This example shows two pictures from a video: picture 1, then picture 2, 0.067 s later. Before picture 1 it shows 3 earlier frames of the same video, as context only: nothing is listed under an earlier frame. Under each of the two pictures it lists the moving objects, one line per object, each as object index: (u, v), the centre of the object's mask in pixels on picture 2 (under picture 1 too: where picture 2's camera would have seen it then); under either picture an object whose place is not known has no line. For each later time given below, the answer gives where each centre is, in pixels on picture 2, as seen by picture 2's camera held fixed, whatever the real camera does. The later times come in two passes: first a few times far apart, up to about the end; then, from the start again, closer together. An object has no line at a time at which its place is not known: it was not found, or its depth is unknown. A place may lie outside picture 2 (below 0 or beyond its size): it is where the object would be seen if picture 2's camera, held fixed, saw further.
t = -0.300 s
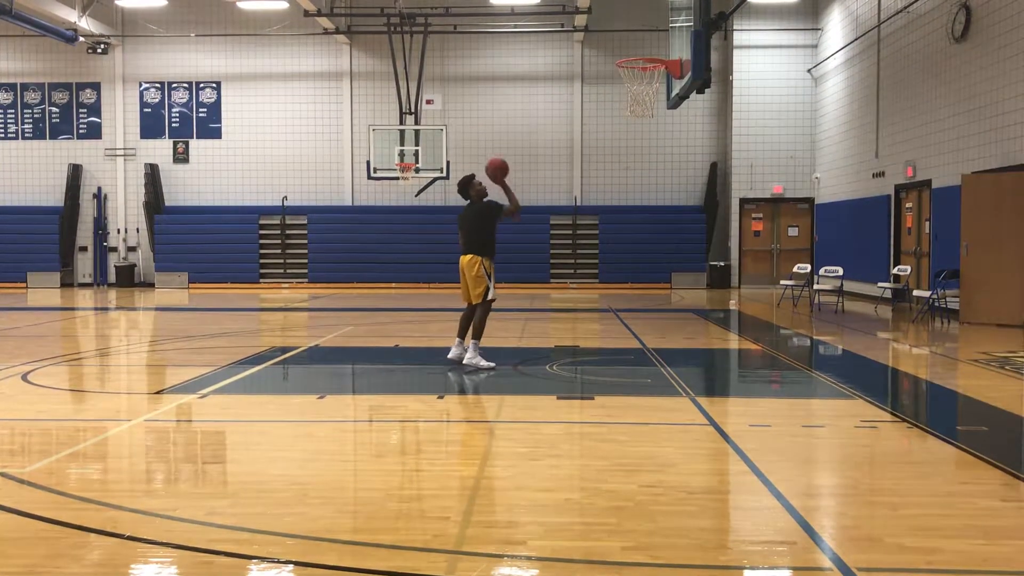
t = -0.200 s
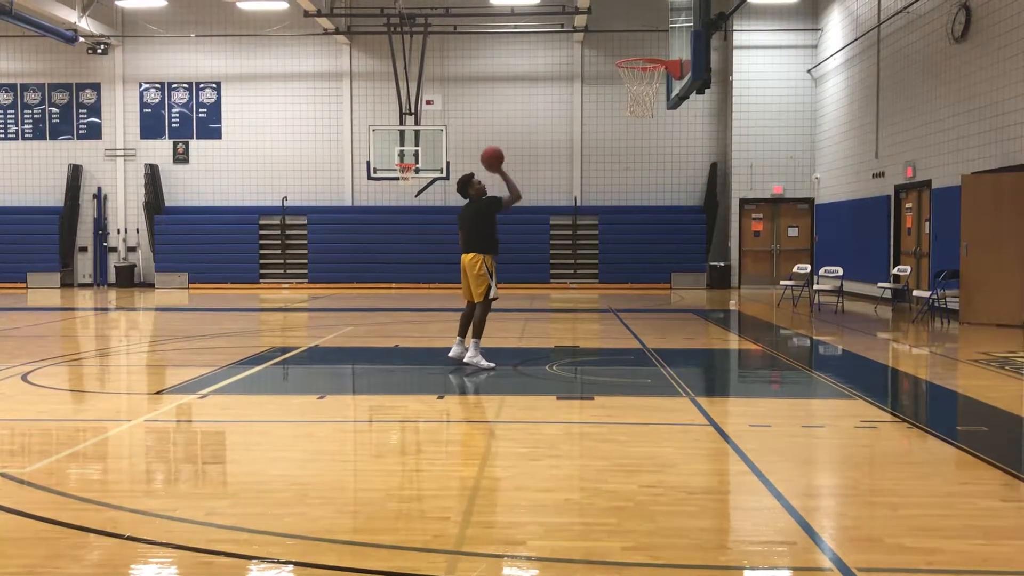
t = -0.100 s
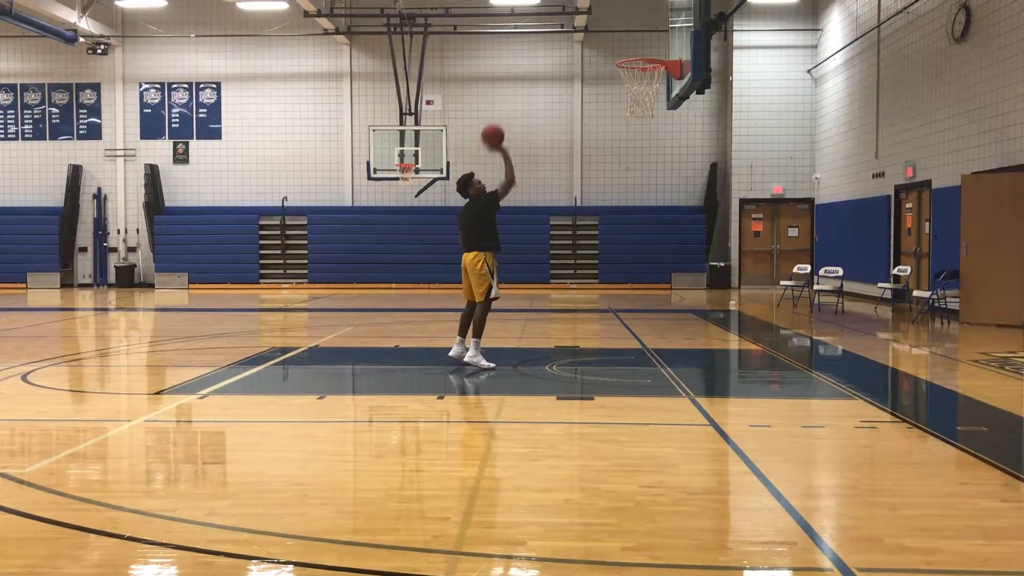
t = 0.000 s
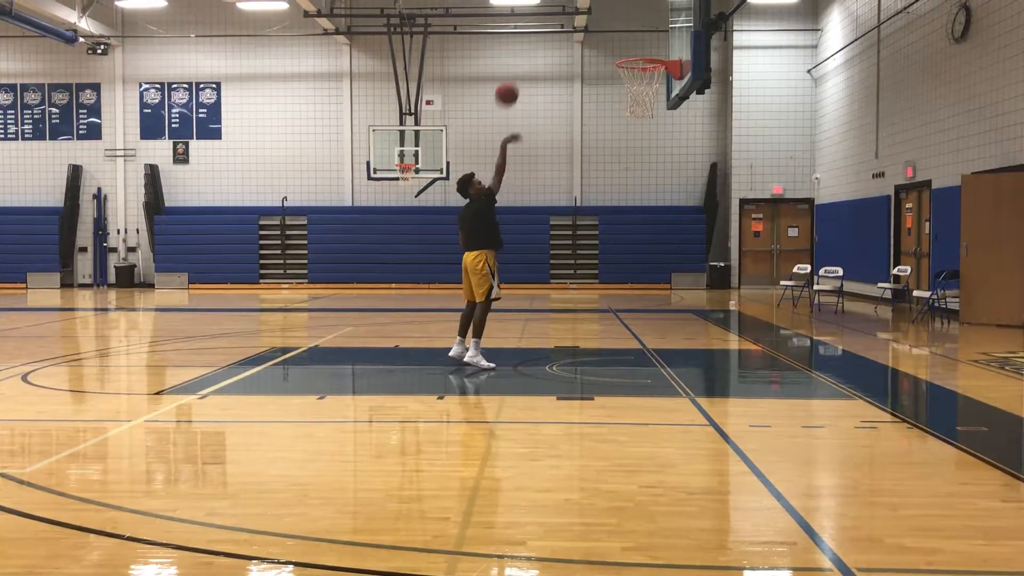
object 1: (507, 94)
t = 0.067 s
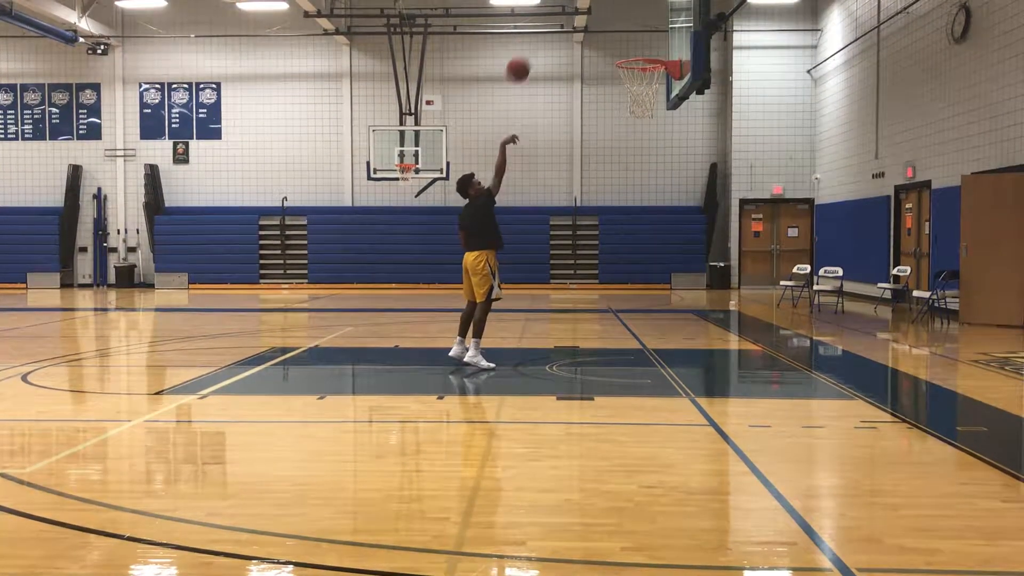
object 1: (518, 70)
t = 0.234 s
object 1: (547, 26)
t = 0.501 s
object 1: (593, 12)
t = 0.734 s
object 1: (635, 58)
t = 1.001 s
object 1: (662, 141)
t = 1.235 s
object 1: (678, 249)
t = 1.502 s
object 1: (685, 315)
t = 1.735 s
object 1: (664, 240)
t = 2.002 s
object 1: (642, 221)
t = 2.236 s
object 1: (621, 260)
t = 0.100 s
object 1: (524, 59)
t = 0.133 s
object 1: (529, 49)
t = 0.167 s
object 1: (535, 41)
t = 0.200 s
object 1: (541, 32)
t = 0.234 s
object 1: (547, 26)
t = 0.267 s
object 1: (553, 20)
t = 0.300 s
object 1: (558, 15)
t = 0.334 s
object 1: (564, 12)
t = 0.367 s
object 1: (569, 10)
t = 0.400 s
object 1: (576, 10)
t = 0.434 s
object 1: (583, 10)
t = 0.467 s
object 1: (587, 10)
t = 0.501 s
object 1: (593, 12)
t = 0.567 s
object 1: (605, 19)
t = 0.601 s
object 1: (610, 25)
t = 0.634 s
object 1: (616, 31)
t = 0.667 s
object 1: (623, 39)
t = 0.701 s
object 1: (628, 48)
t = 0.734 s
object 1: (635, 58)
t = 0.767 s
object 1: (639, 72)
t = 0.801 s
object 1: (646, 82)
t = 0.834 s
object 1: (651, 95)
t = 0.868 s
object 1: (653, 103)
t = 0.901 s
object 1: (656, 111)
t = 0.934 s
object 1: (658, 120)
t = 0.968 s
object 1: (661, 130)
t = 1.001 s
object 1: (662, 141)
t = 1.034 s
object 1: (665, 153)
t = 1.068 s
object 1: (667, 168)
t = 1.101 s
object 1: (670, 182)
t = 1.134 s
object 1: (672, 195)
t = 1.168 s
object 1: (674, 213)
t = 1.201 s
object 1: (677, 229)
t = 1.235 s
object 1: (678, 249)
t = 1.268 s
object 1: (681, 270)
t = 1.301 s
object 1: (685, 292)
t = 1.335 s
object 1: (687, 313)
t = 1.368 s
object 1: (690, 334)
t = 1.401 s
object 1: (692, 356)
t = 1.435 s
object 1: (690, 344)
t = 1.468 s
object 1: (687, 329)
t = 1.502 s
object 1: (685, 315)
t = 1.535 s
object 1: (681, 300)
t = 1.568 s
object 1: (679, 288)
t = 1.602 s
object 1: (676, 275)
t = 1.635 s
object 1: (673, 265)
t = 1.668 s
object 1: (670, 255)
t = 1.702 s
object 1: (667, 246)
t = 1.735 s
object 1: (664, 240)
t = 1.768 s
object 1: (662, 233)
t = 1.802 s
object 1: (659, 228)
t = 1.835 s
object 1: (656, 224)
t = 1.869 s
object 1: (654, 221)
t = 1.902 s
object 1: (651, 220)
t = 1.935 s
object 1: (648, 220)
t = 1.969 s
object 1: (645, 220)
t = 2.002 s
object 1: (642, 221)
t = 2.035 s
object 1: (639, 223)
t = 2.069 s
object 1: (636, 227)
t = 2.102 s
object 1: (632, 233)
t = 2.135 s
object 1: (630, 237)
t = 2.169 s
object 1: (628, 244)
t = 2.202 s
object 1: (624, 253)
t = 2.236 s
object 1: (621, 260)
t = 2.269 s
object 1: (619, 271)
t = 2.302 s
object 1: (616, 283)
